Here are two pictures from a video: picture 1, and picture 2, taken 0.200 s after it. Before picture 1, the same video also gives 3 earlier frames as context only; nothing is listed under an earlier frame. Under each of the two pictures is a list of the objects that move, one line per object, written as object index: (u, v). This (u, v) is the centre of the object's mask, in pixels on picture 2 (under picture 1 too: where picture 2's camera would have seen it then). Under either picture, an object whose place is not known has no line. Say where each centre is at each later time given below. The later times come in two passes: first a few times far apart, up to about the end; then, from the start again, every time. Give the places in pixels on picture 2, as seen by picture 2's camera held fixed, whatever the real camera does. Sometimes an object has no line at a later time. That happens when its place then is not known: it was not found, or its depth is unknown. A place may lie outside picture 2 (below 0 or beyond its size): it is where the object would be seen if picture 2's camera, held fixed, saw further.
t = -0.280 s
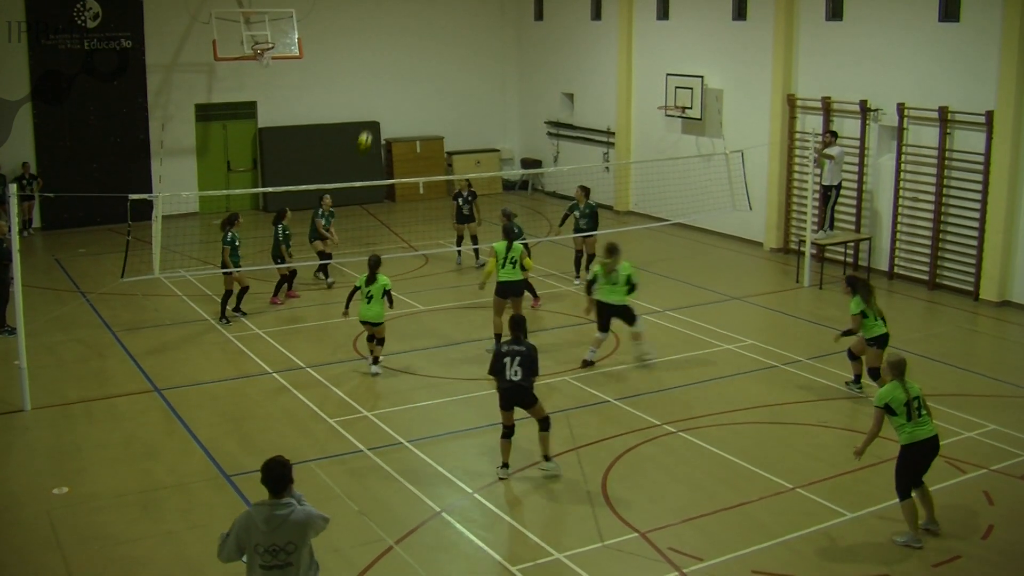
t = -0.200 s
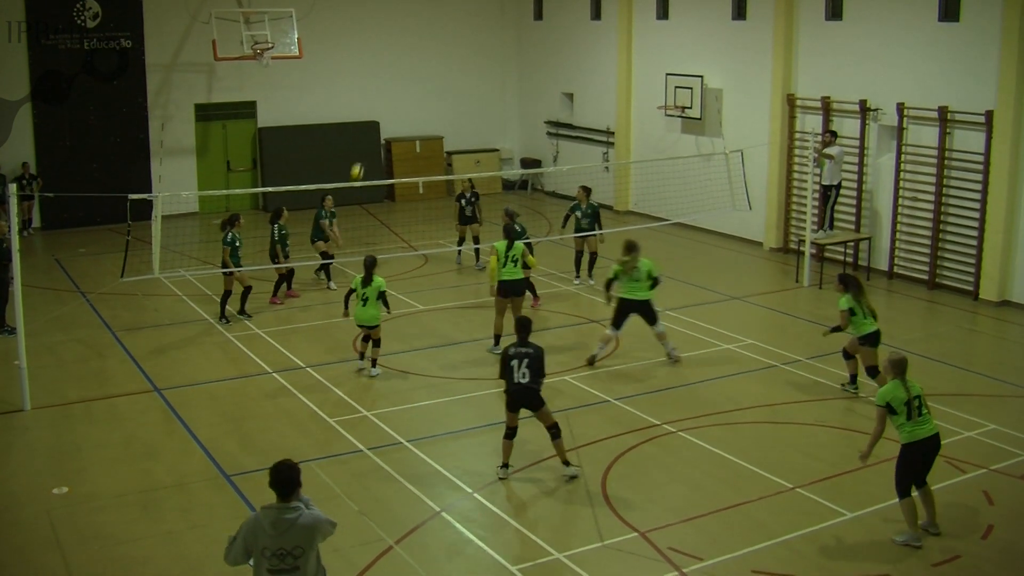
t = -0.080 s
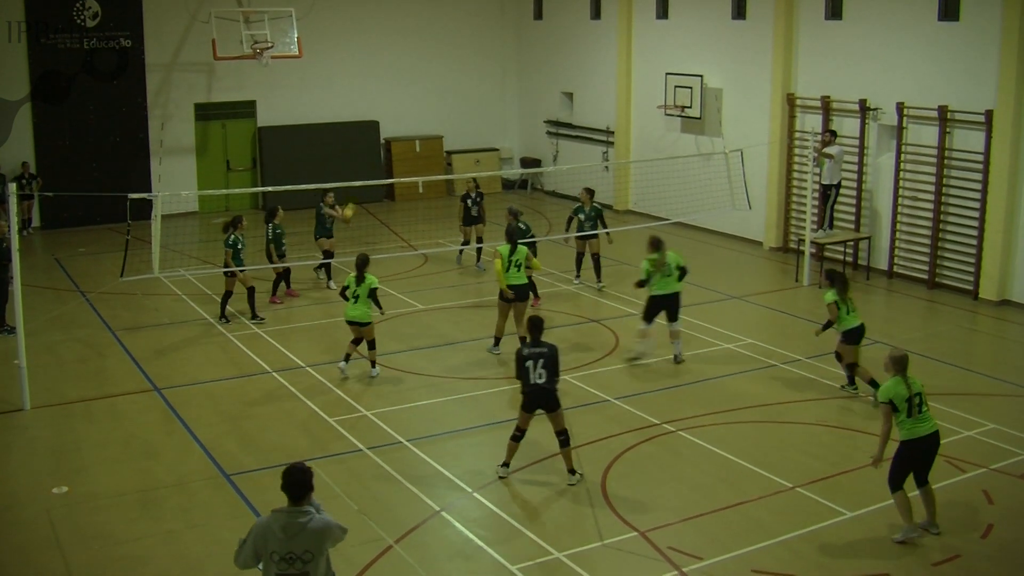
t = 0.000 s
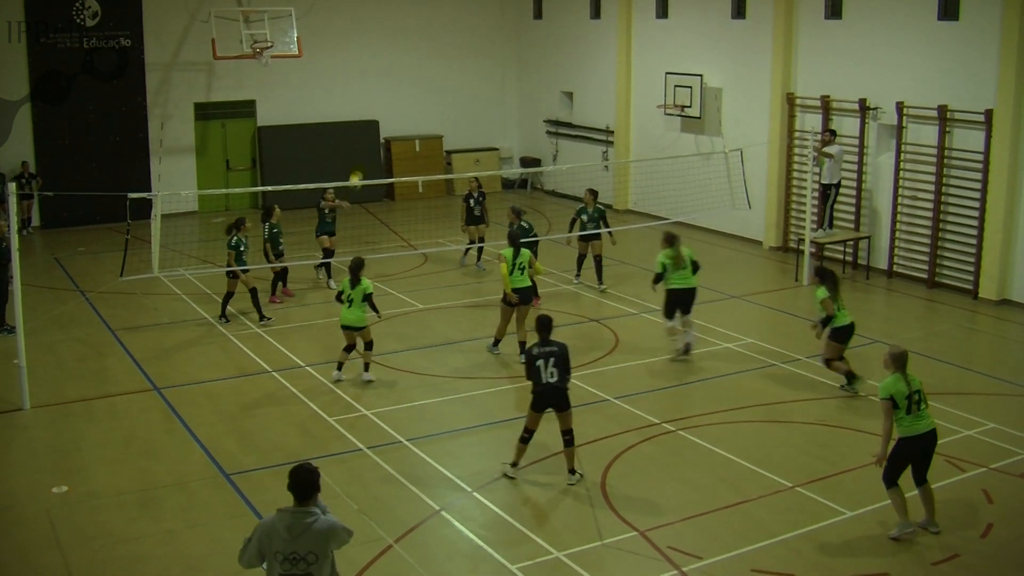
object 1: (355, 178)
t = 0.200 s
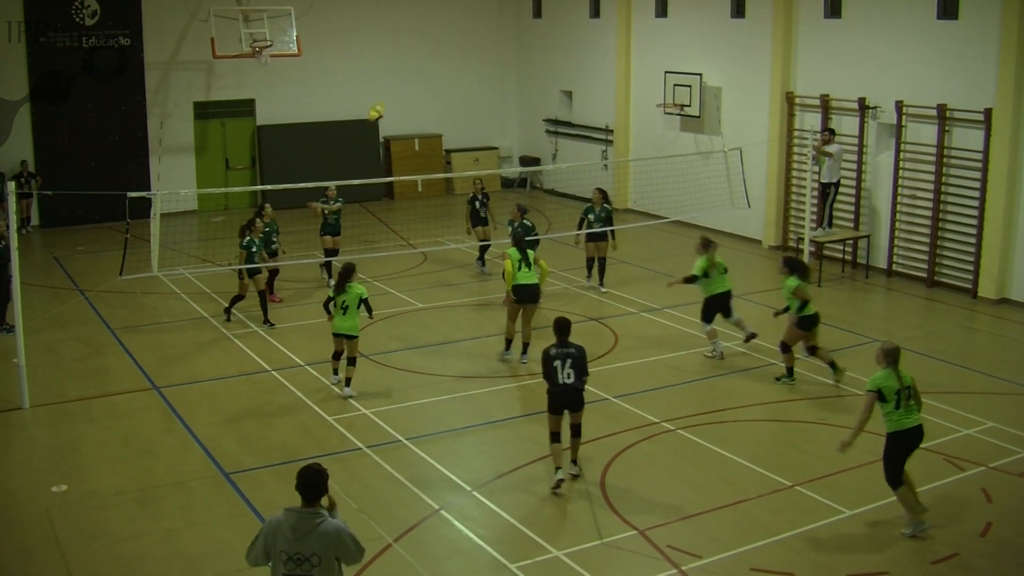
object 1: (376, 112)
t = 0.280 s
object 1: (385, 92)
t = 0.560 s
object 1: (425, 55)
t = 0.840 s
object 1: (478, 82)
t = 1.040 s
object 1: (524, 156)
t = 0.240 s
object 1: (381, 101)
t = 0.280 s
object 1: (385, 92)
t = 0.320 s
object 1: (391, 84)
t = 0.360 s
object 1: (395, 77)
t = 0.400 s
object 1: (401, 70)
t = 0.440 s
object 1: (407, 64)
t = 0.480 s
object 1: (413, 60)
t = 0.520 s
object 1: (419, 57)
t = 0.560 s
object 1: (425, 55)
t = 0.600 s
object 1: (433, 54)
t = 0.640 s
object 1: (439, 55)
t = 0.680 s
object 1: (446, 58)
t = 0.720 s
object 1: (454, 61)
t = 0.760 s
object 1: (461, 67)
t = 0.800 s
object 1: (469, 74)
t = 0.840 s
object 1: (478, 82)
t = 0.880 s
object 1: (486, 93)
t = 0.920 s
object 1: (494, 106)
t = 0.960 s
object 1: (504, 121)
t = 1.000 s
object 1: (513, 138)
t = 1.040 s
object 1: (524, 156)
